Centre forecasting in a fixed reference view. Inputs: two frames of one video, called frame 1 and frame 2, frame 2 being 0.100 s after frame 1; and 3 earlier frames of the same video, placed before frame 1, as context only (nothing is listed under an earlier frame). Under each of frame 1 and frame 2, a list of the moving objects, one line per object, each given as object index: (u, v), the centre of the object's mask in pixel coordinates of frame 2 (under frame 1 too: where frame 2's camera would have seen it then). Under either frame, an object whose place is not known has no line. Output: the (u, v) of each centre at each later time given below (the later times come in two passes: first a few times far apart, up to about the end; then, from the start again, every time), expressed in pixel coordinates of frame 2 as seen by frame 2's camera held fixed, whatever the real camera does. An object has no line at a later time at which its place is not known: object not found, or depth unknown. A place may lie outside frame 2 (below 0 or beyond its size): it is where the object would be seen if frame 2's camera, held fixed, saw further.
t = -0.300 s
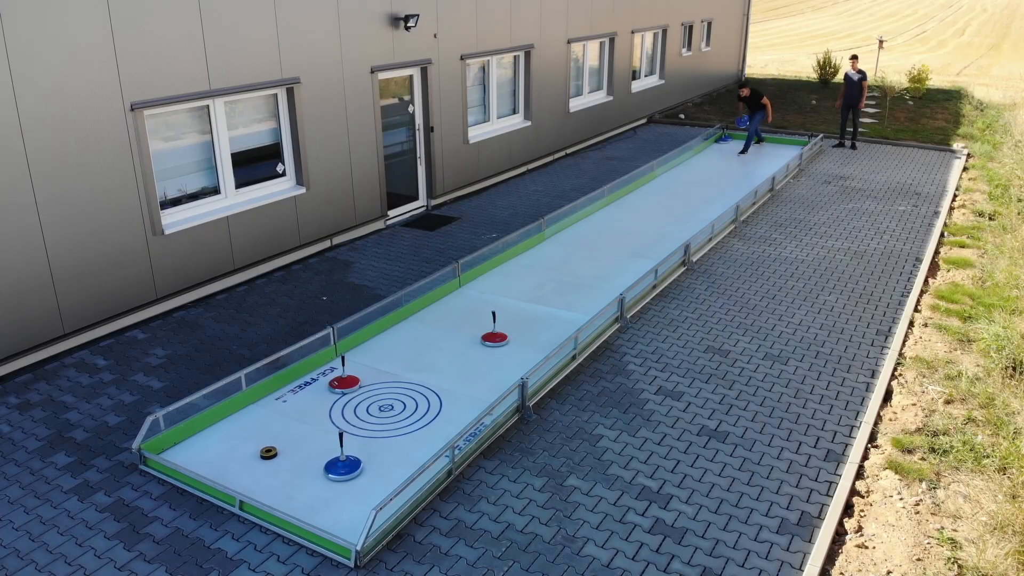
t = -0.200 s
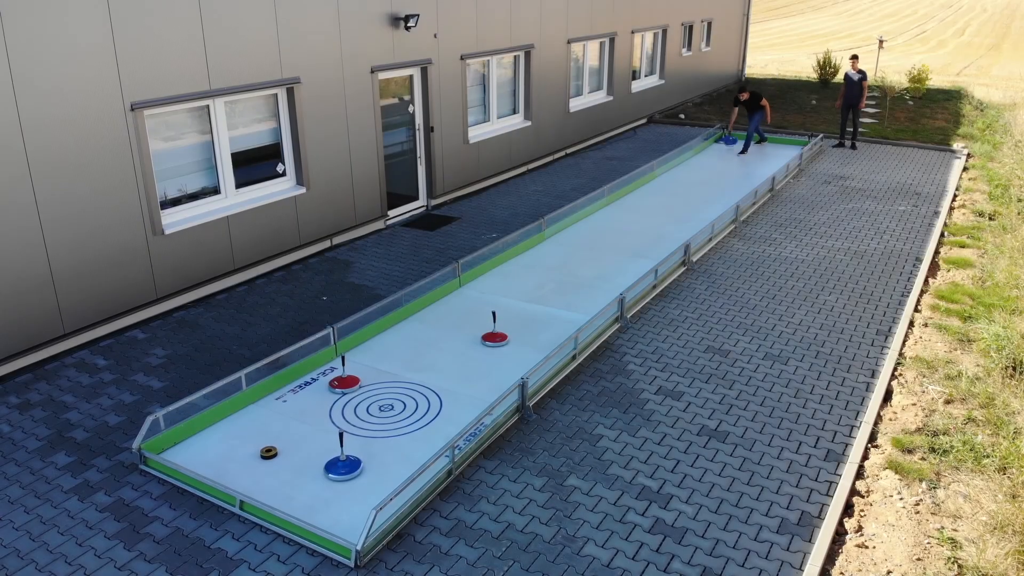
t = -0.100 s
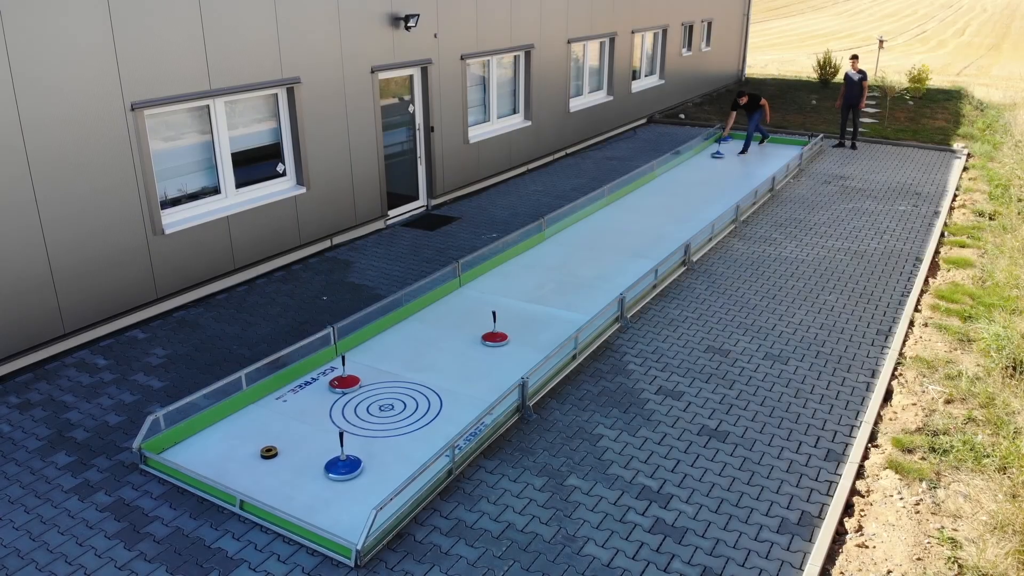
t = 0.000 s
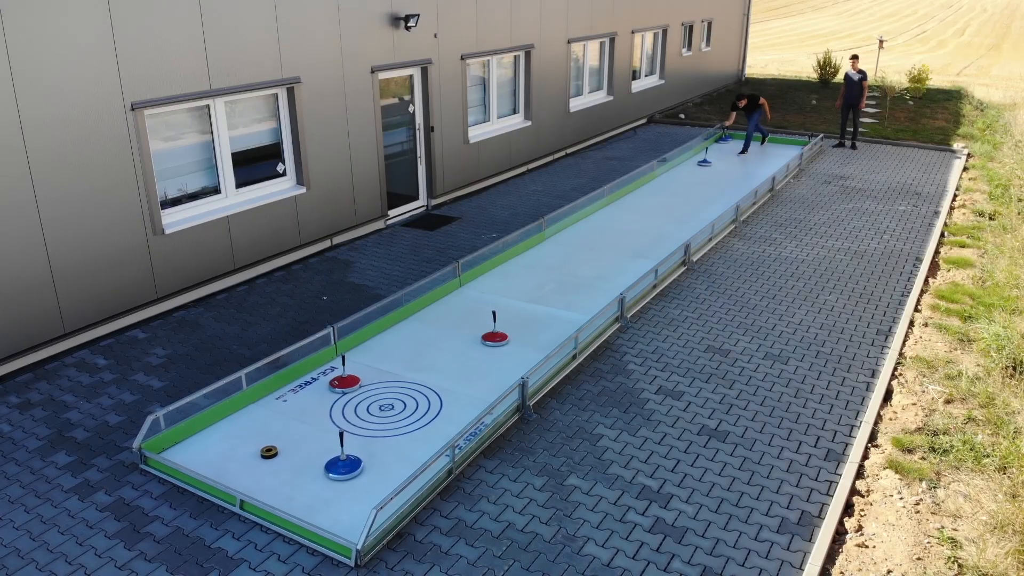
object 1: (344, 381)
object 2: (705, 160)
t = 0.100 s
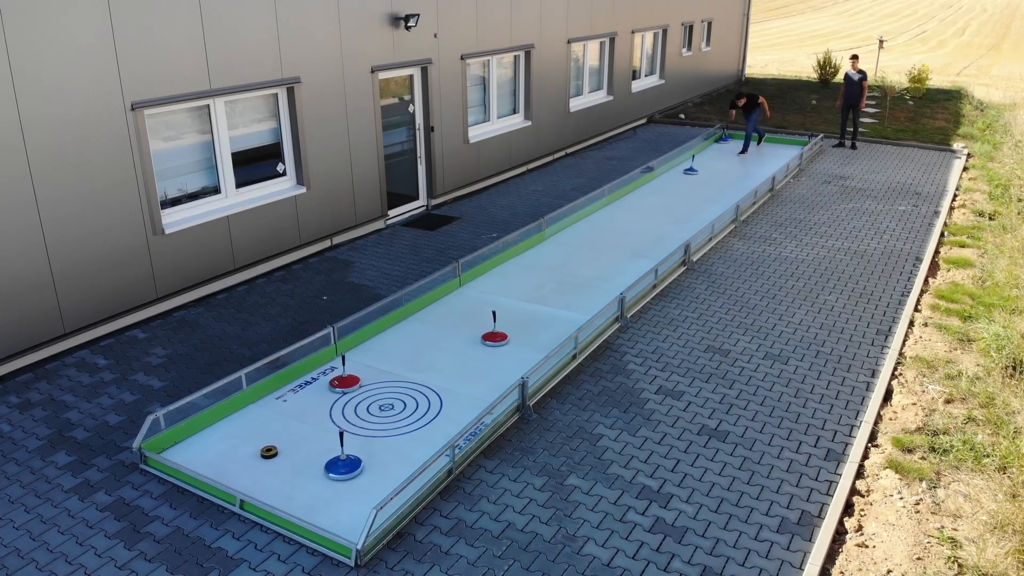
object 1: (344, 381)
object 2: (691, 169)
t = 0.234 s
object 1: (344, 381)
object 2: (672, 180)
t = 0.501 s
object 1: (345, 381)
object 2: (630, 206)
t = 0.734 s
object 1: (345, 381)
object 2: (590, 231)
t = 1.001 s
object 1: (345, 381)
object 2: (543, 261)
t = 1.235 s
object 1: (345, 381)
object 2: (501, 289)
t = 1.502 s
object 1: (345, 381)
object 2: (451, 322)
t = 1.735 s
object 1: (344, 381)
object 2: (409, 351)
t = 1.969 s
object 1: (340, 383)
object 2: (375, 377)
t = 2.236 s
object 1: (322, 387)
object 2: (367, 391)
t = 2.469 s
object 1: (321, 388)
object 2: (365, 393)
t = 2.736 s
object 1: (321, 387)
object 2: (365, 393)
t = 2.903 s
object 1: (321, 387)
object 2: (365, 393)
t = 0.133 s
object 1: (344, 381)
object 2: (686, 172)
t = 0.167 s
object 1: (344, 381)
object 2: (681, 174)
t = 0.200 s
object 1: (344, 381)
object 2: (677, 177)
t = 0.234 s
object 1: (344, 381)
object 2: (672, 180)
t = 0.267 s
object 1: (344, 381)
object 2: (667, 183)
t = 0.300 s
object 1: (344, 381)
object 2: (662, 187)
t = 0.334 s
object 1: (344, 381)
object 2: (657, 190)
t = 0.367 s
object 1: (344, 381)
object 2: (651, 193)
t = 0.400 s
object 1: (344, 381)
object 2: (646, 196)
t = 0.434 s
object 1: (344, 381)
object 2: (641, 199)
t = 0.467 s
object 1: (344, 381)
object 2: (635, 203)
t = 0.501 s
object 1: (345, 381)
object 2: (630, 206)
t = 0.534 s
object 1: (345, 381)
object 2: (624, 209)
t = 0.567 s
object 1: (345, 381)
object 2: (619, 213)
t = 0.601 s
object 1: (345, 381)
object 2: (613, 216)
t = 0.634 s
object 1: (345, 381)
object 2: (607, 220)
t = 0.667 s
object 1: (345, 381)
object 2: (602, 223)
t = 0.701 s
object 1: (345, 381)
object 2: (596, 227)
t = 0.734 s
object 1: (345, 381)
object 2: (590, 231)
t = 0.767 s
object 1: (345, 381)
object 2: (584, 234)
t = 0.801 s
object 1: (345, 381)
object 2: (578, 238)
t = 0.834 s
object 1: (345, 381)
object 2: (573, 242)
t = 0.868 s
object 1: (345, 381)
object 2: (567, 246)
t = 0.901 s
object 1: (345, 381)
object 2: (561, 250)
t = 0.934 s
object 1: (345, 381)
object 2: (555, 254)
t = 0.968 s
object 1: (345, 381)
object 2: (549, 257)
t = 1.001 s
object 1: (345, 381)
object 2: (543, 261)
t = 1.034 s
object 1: (345, 381)
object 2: (537, 265)
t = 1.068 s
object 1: (345, 381)
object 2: (531, 269)
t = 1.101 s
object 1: (345, 381)
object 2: (525, 272)
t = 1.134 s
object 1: (345, 381)
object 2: (519, 276)
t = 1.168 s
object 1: (345, 381)
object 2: (513, 280)
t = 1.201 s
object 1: (345, 381)
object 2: (507, 284)
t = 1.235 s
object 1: (345, 381)
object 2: (501, 289)
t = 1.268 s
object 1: (345, 381)
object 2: (495, 293)
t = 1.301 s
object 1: (345, 381)
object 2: (489, 297)
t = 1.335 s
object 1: (345, 381)
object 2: (482, 301)
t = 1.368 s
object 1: (345, 381)
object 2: (476, 305)
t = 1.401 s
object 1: (345, 381)
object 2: (470, 310)
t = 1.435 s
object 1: (345, 381)
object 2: (464, 314)
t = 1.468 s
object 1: (345, 381)
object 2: (458, 318)
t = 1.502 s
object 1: (345, 381)
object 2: (451, 322)
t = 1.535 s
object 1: (345, 381)
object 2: (445, 327)
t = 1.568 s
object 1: (345, 381)
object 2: (439, 331)
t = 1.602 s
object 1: (345, 381)
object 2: (433, 335)
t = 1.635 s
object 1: (345, 381)
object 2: (427, 339)
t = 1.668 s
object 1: (345, 381)
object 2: (421, 343)
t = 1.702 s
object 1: (345, 381)
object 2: (415, 347)
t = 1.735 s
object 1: (344, 381)
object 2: (409, 351)
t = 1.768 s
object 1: (344, 381)
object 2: (403, 355)
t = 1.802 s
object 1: (345, 381)
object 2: (397, 359)
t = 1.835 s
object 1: (344, 381)
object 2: (391, 363)
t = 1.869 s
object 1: (344, 381)
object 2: (386, 368)
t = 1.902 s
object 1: (344, 381)
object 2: (380, 372)
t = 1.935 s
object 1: (344, 381)
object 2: (376, 375)
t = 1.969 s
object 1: (340, 383)
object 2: (375, 377)
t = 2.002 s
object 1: (336, 384)
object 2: (374, 380)
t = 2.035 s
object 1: (333, 385)
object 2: (372, 382)
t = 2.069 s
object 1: (330, 385)
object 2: (371, 383)
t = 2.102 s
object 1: (327, 386)
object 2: (370, 385)
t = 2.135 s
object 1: (325, 386)
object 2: (370, 387)
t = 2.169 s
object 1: (324, 387)
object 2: (369, 388)
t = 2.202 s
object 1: (323, 387)
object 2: (368, 390)
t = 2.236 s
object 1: (322, 387)
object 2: (367, 391)
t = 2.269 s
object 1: (321, 388)
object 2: (367, 392)
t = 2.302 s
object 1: (321, 388)
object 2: (366, 392)
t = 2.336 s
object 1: (321, 388)
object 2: (366, 393)
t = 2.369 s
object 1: (321, 388)
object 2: (365, 393)
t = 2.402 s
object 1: (321, 388)
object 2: (365, 393)
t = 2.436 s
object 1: (321, 388)
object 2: (365, 393)
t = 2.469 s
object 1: (321, 388)
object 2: (365, 393)
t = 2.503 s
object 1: (321, 388)
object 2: (365, 393)
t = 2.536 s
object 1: (321, 387)
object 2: (365, 393)
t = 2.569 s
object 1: (321, 387)
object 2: (365, 393)
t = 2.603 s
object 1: (321, 387)
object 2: (365, 394)
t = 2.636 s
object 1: (321, 387)
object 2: (365, 393)
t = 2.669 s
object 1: (321, 387)
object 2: (365, 393)
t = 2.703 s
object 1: (321, 387)
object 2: (365, 393)
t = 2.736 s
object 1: (321, 387)
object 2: (365, 393)
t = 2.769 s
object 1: (321, 387)
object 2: (365, 393)
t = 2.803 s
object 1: (321, 387)
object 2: (365, 393)
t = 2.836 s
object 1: (321, 387)
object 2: (365, 393)
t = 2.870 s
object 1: (321, 387)
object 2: (365, 393)
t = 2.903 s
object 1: (321, 387)
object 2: (365, 393)
